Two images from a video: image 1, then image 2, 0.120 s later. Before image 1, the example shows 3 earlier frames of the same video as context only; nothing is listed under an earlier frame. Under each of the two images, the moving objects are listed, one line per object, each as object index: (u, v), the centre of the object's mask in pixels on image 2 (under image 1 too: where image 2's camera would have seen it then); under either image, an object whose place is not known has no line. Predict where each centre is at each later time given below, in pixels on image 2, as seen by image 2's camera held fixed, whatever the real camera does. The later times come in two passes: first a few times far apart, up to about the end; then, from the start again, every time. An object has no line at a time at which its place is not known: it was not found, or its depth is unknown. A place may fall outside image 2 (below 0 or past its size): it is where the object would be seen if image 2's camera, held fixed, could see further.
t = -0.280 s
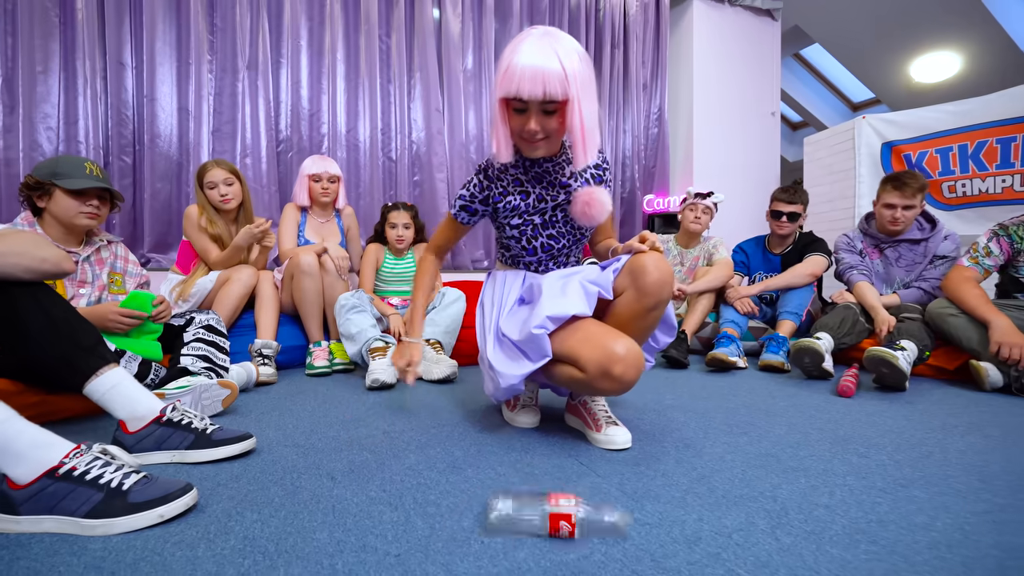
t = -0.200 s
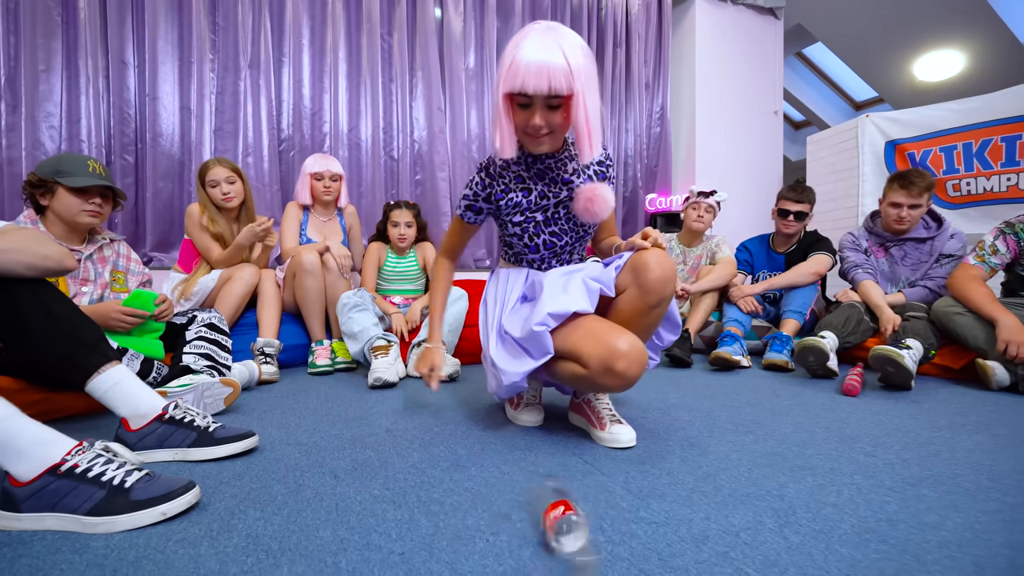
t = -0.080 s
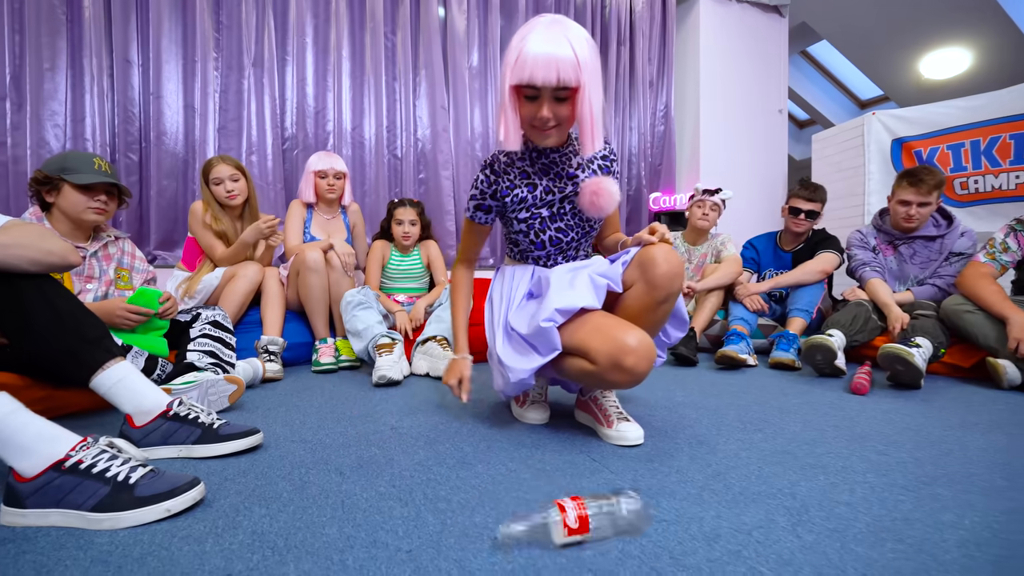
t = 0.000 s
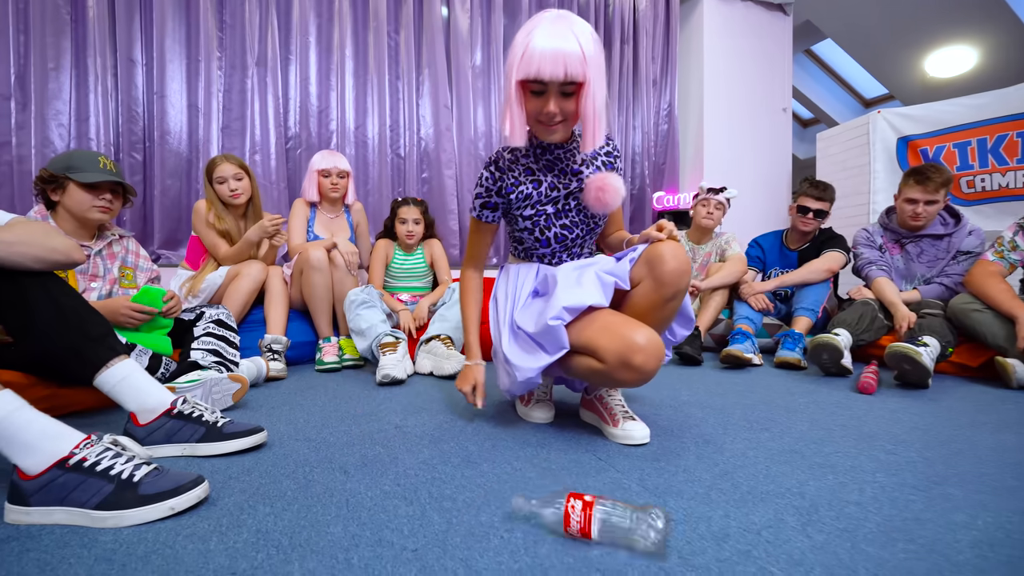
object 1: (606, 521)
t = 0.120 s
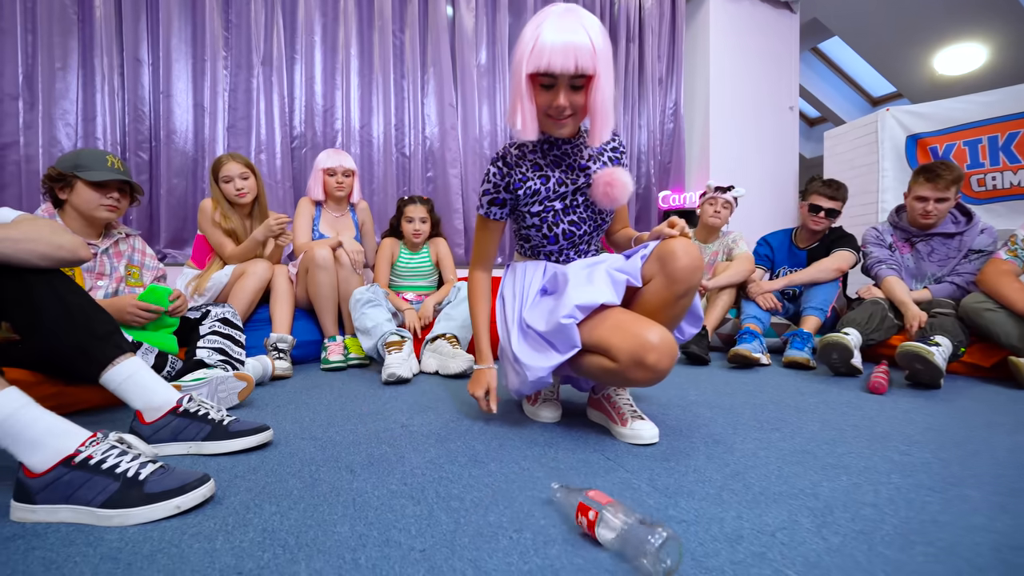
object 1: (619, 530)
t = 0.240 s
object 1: (611, 532)
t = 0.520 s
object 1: (596, 537)
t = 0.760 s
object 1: (590, 539)
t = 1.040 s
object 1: (589, 541)
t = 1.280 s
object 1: (589, 540)
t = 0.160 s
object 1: (617, 532)
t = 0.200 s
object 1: (613, 532)
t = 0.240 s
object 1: (611, 532)
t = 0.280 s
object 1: (608, 533)
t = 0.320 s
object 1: (605, 534)
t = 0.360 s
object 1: (603, 534)
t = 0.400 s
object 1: (601, 534)
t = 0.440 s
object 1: (599, 535)
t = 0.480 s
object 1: (596, 536)
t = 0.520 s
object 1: (596, 537)
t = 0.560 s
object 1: (594, 537)
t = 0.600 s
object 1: (592, 538)
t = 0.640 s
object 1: (591, 539)
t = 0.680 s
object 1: (591, 538)
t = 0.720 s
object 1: (591, 539)
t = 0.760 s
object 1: (590, 539)
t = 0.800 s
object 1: (590, 540)
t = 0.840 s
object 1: (589, 540)
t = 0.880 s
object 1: (588, 540)
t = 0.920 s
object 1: (588, 540)
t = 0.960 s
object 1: (589, 541)
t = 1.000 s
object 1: (588, 541)
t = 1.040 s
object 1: (589, 541)
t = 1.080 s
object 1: (590, 541)
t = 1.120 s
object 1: (589, 541)
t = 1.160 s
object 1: (589, 541)
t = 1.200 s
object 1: (589, 540)
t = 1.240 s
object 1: (589, 540)
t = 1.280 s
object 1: (589, 540)
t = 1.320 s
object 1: (588, 539)
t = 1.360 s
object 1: (588, 538)
